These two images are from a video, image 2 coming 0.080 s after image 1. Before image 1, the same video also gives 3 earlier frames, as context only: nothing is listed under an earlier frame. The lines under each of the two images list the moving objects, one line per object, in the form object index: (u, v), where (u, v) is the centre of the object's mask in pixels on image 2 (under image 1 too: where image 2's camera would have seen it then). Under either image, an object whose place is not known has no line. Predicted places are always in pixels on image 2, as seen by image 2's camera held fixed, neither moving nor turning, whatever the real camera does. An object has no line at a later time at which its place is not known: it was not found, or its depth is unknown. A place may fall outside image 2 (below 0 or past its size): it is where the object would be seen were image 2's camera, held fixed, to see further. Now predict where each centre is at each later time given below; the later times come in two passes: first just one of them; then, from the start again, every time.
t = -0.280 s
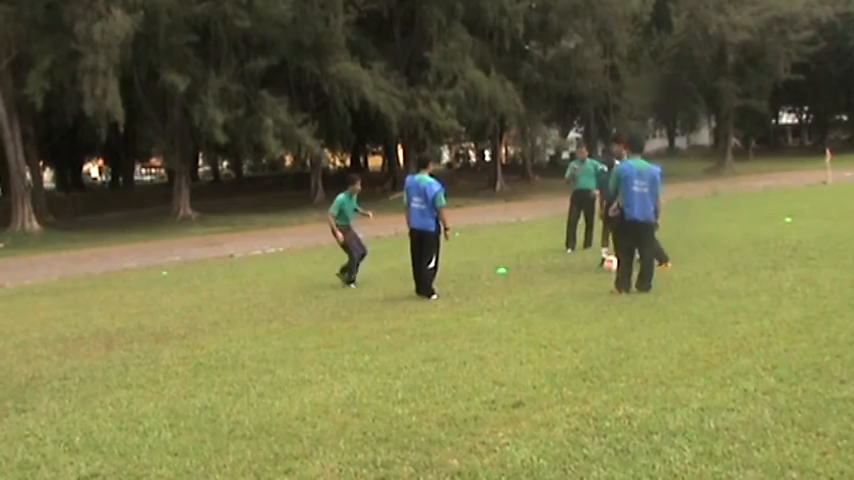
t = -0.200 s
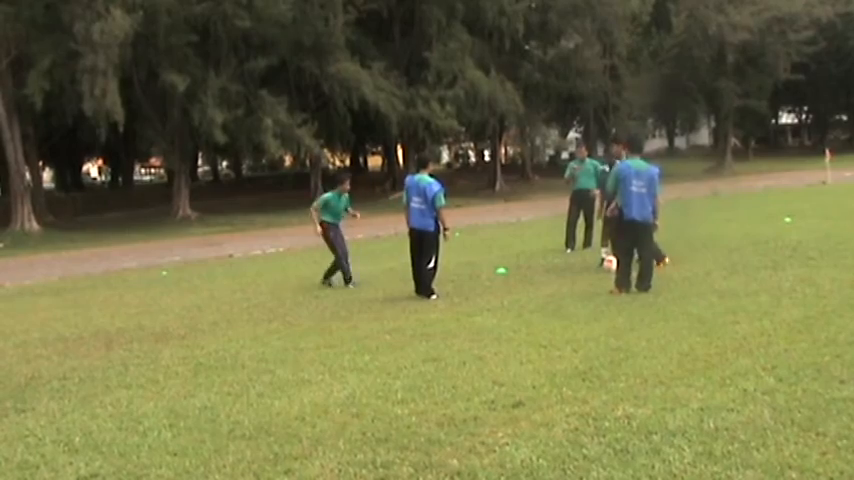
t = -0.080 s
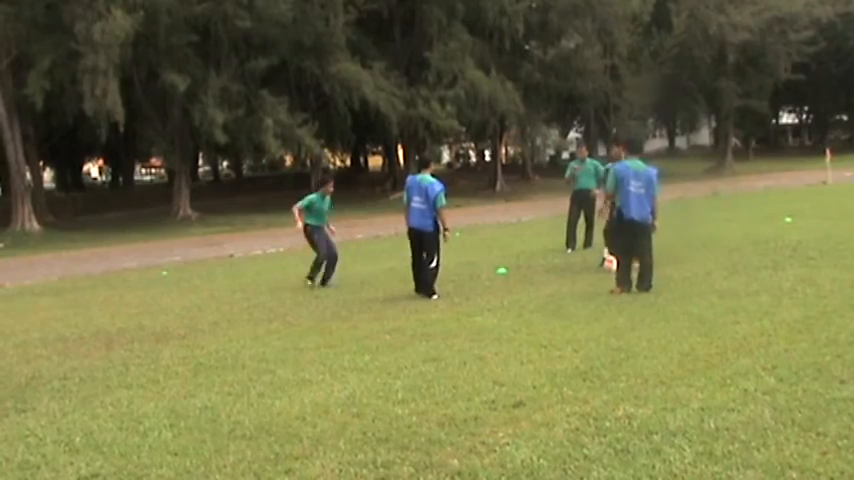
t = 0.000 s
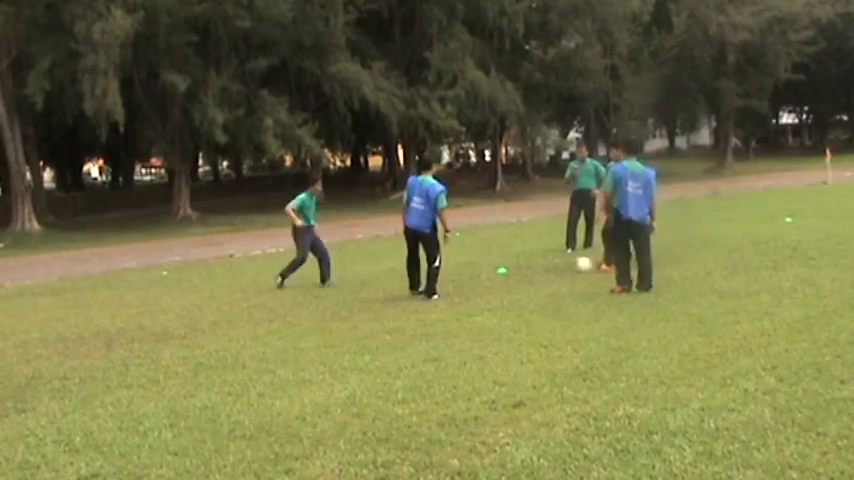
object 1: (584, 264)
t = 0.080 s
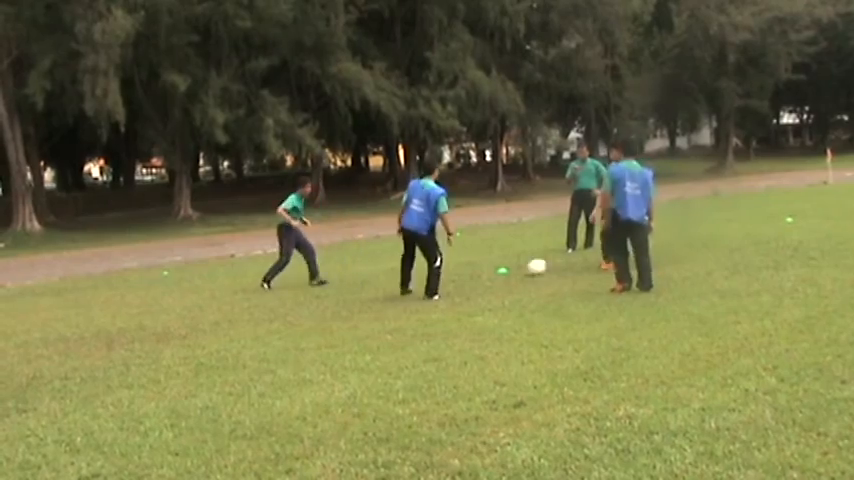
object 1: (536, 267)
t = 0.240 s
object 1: (455, 269)
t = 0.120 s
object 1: (514, 267)
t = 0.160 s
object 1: (492, 269)
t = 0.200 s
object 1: (473, 270)
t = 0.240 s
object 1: (455, 269)
